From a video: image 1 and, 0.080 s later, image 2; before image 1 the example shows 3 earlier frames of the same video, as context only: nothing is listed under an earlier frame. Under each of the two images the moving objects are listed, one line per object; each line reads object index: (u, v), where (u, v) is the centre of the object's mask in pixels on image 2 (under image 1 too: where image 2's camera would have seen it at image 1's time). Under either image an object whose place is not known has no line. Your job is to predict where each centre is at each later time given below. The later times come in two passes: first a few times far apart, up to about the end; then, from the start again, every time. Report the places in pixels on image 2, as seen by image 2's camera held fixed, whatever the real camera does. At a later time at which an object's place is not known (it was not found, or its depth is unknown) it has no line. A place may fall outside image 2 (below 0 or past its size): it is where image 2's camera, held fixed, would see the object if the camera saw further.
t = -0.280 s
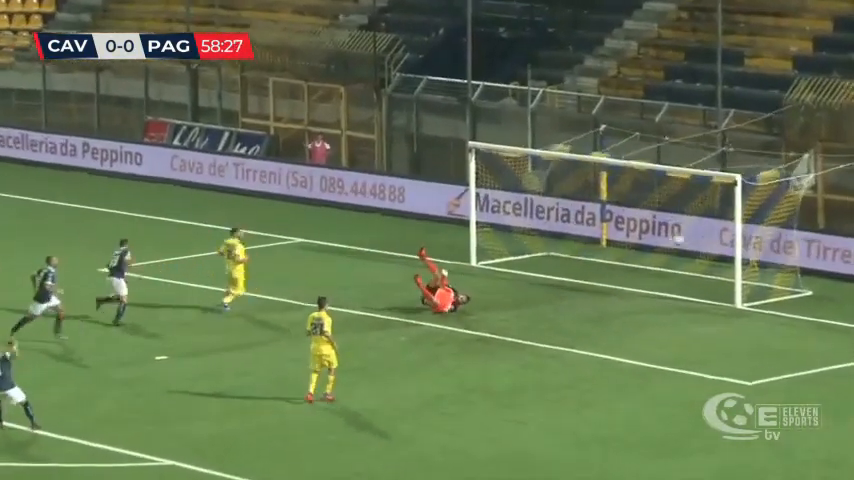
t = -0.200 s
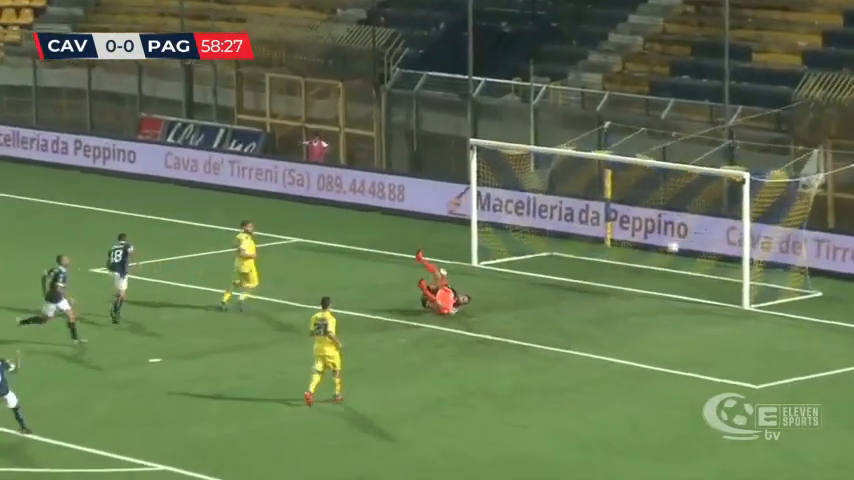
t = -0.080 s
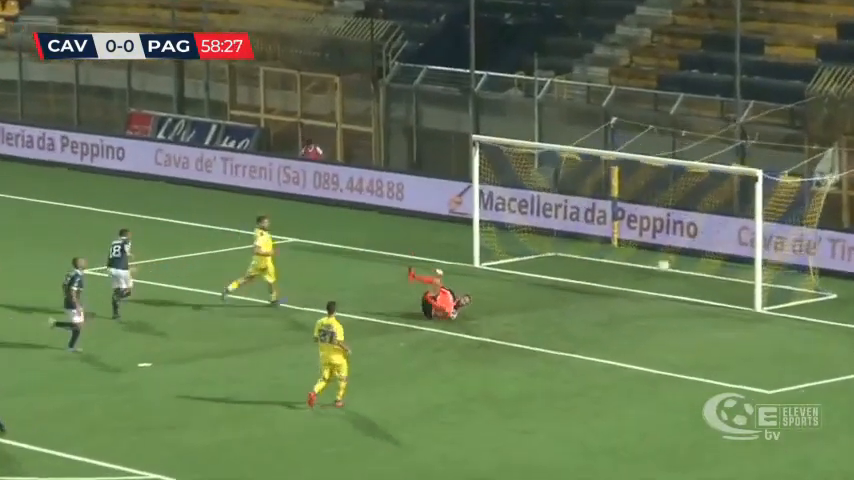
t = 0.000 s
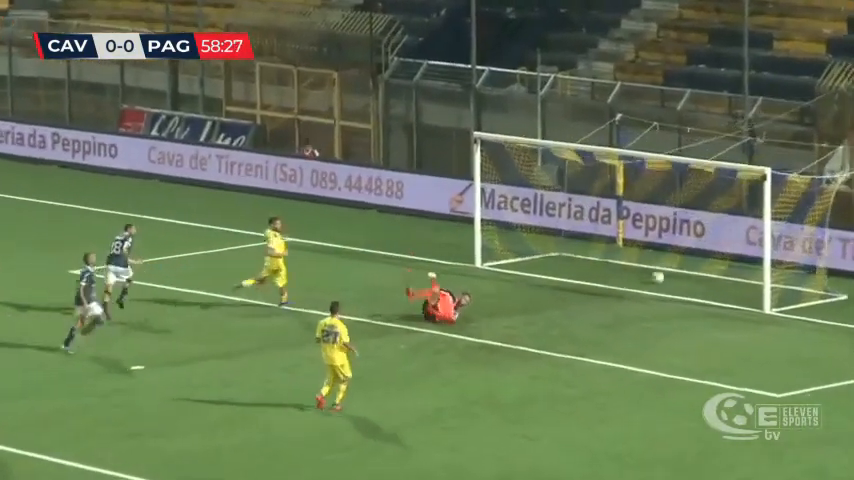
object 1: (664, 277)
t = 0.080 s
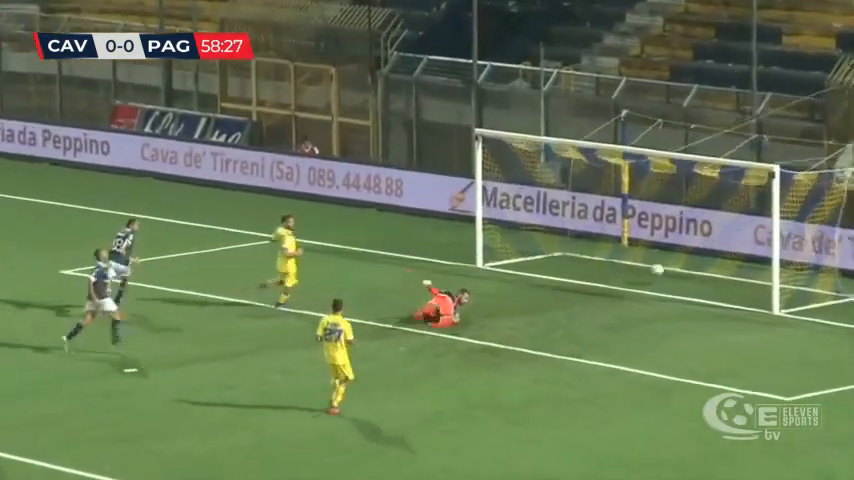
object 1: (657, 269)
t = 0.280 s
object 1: (641, 264)
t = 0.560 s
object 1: (617, 283)
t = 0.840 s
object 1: (591, 287)
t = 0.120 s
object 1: (654, 267)
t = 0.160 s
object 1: (651, 265)
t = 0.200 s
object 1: (648, 264)
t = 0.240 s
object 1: (645, 264)
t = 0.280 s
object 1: (641, 264)
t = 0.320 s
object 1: (638, 266)
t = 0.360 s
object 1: (635, 268)
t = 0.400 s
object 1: (631, 271)
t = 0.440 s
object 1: (628, 276)
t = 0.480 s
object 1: (625, 281)
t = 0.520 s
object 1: (621, 285)
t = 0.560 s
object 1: (617, 283)
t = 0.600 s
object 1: (614, 282)
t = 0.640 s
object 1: (610, 281)
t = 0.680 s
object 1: (607, 281)
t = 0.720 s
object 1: (602, 281)
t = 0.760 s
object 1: (598, 281)
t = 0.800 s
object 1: (595, 283)
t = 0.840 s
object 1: (591, 287)
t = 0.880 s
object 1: (588, 291)
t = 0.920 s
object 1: (585, 290)
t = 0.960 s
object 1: (581, 289)
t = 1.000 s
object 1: (578, 289)
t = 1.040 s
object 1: (575, 290)
